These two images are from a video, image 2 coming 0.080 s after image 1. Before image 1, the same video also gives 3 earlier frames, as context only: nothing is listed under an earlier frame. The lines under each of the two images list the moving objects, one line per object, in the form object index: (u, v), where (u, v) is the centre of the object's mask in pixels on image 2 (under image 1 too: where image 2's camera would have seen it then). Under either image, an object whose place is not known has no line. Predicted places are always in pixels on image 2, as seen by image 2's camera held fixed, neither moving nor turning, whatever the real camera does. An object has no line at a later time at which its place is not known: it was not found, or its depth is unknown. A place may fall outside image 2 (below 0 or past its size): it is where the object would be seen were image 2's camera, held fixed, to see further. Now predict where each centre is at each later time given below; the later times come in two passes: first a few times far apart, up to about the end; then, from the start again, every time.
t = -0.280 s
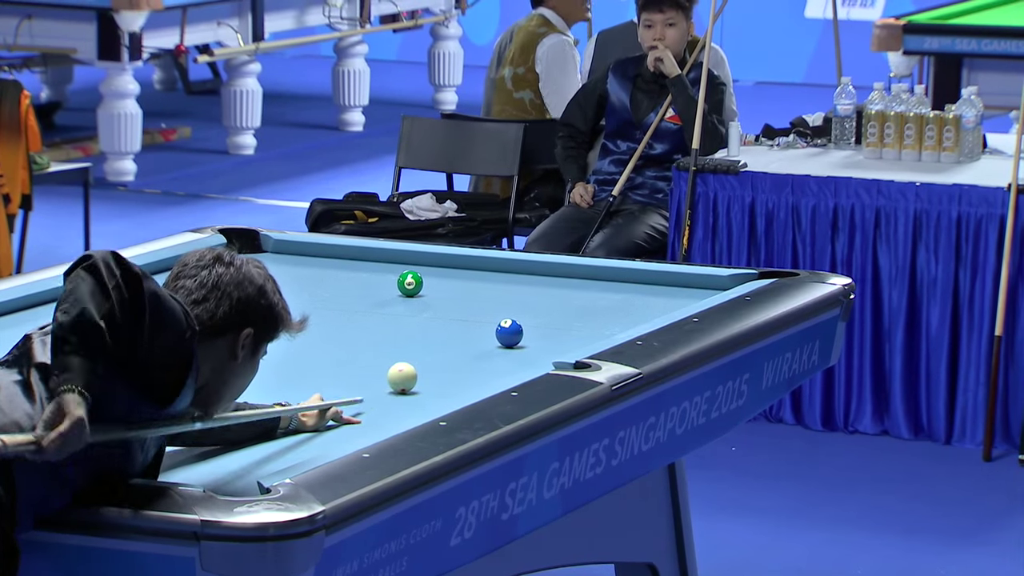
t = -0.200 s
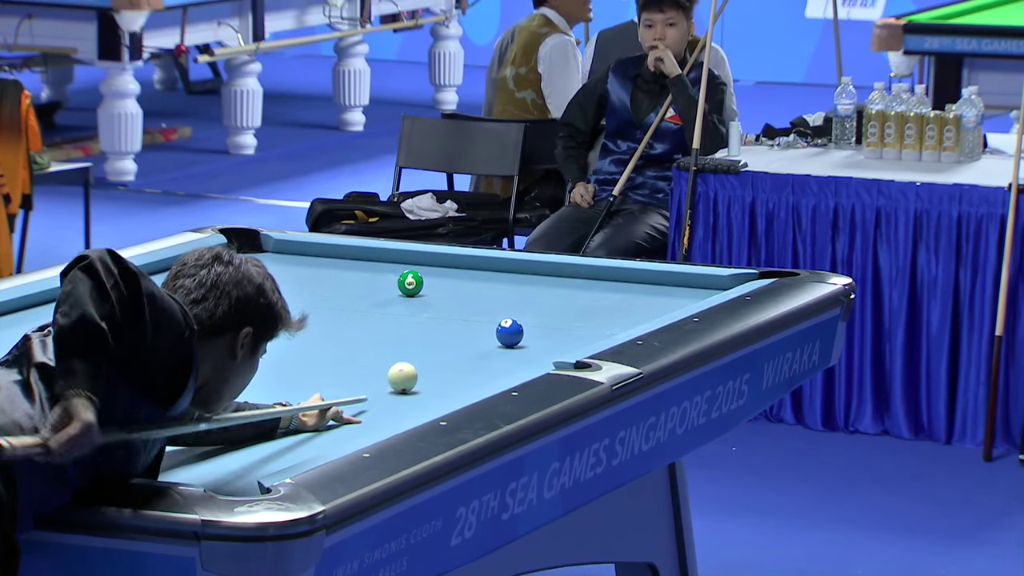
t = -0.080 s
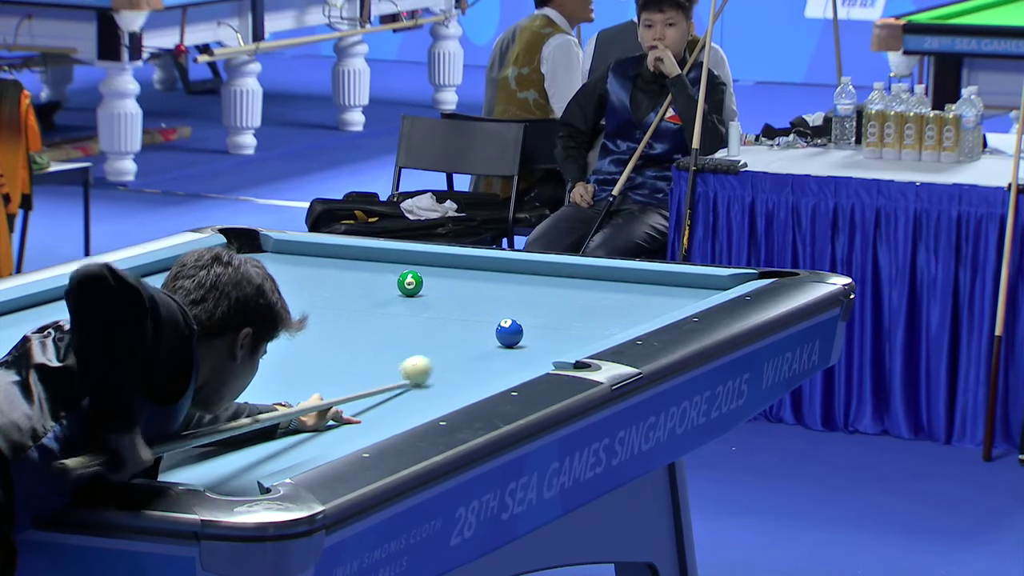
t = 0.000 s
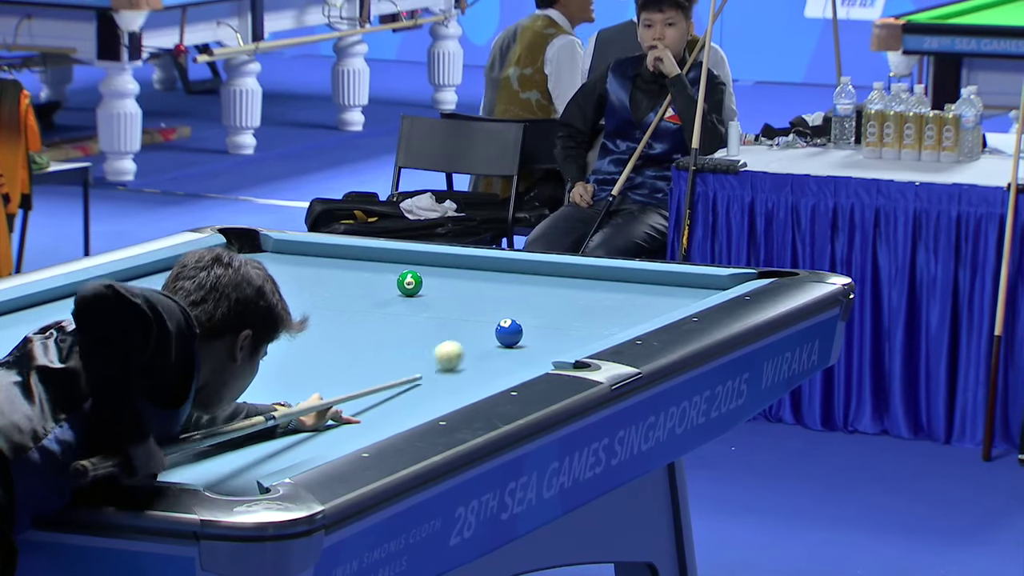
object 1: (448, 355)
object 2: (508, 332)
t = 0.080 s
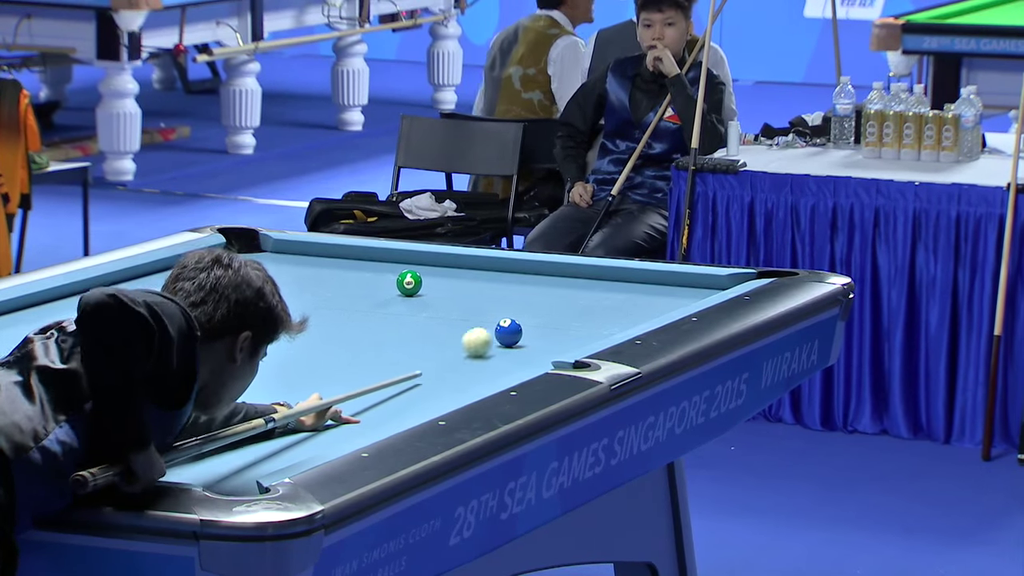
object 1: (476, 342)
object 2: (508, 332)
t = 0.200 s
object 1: (477, 334)
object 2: (544, 325)
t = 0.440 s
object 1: (437, 333)
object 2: (638, 304)
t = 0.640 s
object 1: (407, 333)
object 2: (704, 287)
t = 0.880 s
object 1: (371, 333)
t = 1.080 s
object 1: (345, 332)
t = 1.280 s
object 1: (319, 333)
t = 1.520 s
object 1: (291, 333)
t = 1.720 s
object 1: (272, 333)
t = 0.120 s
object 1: (490, 336)
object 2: (511, 332)
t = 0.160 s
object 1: (484, 335)
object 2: (525, 328)
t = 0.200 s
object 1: (477, 334)
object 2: (544, 325)
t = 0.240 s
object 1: (470, 334)
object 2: (562, 321)
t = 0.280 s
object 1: (463, 334)
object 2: (579, 317)
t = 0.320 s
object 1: (457, 334)
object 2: (595, 313)
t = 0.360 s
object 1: (450, 333)
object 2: (610, 310)
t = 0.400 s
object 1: (444, 333)
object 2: (624, 307)
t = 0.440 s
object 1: (437, 333)
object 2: (638, 304)
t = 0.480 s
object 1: (431, 333)
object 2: (651, 301)
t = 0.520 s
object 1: (425, 333)
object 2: (665, 298)
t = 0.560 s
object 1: (418, 333)
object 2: (678, 295)
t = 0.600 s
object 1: (412, 333)
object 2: (692, 292)
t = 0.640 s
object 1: (407, 333)
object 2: (704, 287)
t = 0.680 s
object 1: (400, 333)
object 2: (716, 284)
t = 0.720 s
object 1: (394, 333)
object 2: (728, 280)
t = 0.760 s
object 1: (389, 333)
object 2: (742, 277)
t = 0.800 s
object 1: (383, 333)
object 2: (755, 276)
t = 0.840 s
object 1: (377, 333)
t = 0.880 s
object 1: (371, 333)
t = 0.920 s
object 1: (366, 333)
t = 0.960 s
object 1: (360, 333)
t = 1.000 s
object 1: (355, 333)
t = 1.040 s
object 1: (350, 333)
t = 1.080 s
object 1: (345, 332)
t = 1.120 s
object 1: (340, 333)
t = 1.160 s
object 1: (334, 333)
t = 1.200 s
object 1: (329, 333)
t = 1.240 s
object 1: (324, 332)
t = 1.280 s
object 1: (319, 333)
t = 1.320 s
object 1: (314, 333)
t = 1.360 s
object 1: (309, 333)
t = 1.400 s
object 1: (304, 332)
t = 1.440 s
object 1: (299, 334)
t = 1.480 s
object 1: (295, 333)
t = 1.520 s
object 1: (291, 333)
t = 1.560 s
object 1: (287, 333)
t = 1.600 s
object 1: (283, 333)
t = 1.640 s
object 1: (279, 333)
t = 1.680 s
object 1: (275, 332)
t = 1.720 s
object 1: (272, 333)
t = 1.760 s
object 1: (268, 332)
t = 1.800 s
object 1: (265, 332)
